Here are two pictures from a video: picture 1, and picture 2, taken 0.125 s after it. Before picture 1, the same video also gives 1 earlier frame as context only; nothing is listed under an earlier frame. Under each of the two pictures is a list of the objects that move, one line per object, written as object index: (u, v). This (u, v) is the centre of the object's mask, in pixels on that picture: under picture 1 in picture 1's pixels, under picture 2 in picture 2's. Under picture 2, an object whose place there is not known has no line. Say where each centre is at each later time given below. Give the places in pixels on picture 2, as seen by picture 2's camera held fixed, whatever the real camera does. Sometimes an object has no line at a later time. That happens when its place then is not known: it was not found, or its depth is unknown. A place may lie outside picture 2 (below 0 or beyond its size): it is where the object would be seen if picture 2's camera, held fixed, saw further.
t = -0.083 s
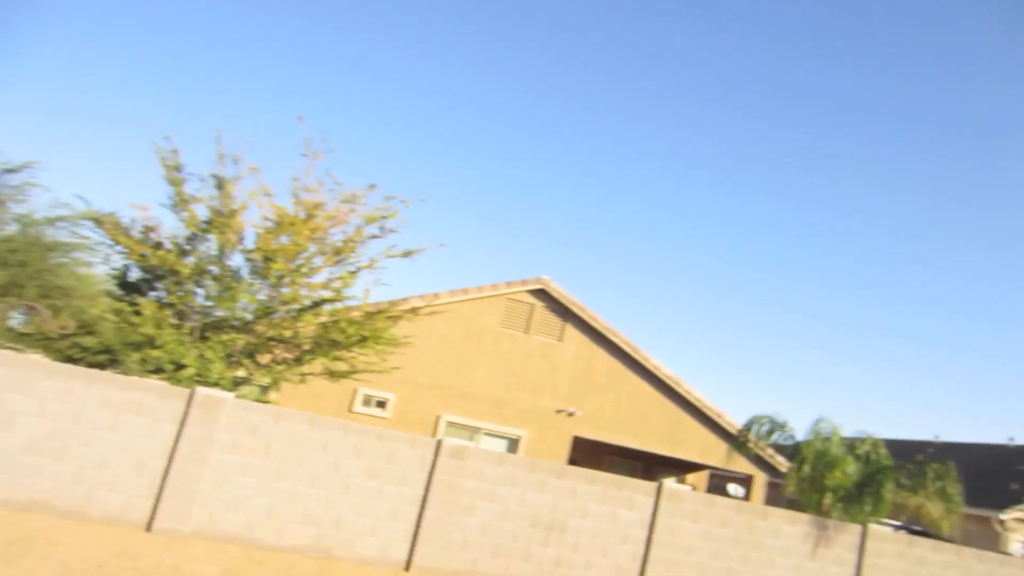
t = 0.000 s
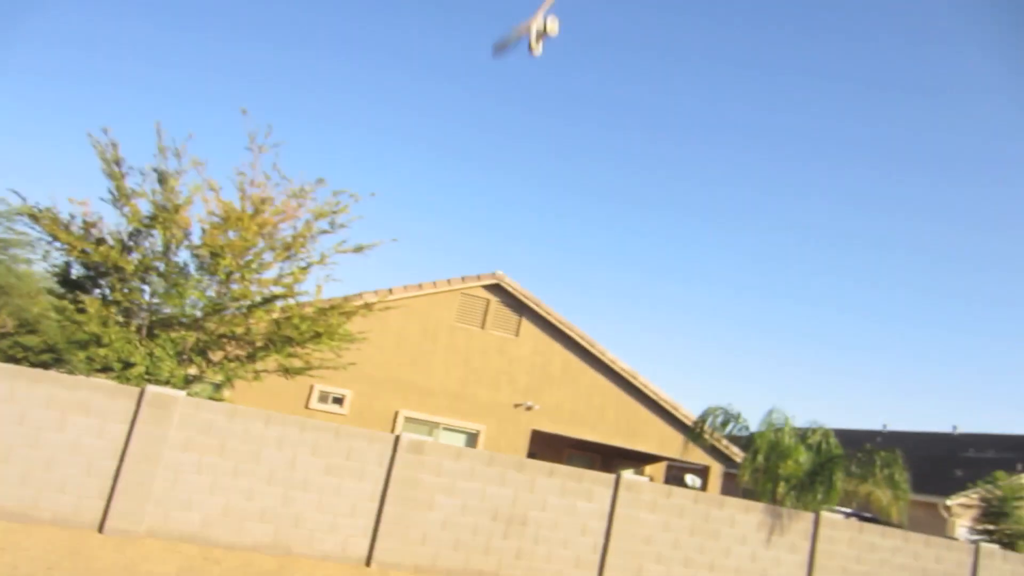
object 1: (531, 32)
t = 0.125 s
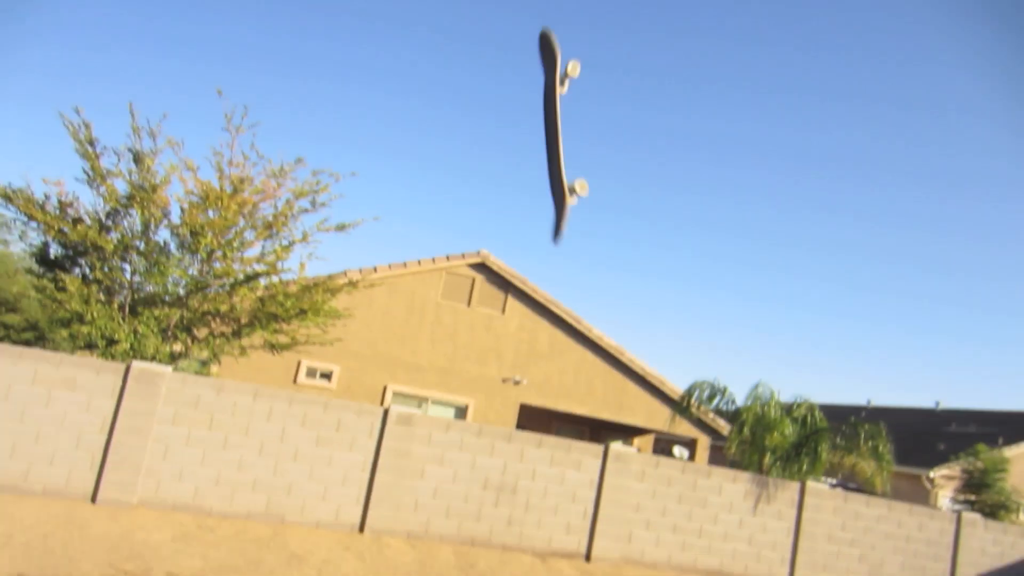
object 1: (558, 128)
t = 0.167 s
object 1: (552, 195)
